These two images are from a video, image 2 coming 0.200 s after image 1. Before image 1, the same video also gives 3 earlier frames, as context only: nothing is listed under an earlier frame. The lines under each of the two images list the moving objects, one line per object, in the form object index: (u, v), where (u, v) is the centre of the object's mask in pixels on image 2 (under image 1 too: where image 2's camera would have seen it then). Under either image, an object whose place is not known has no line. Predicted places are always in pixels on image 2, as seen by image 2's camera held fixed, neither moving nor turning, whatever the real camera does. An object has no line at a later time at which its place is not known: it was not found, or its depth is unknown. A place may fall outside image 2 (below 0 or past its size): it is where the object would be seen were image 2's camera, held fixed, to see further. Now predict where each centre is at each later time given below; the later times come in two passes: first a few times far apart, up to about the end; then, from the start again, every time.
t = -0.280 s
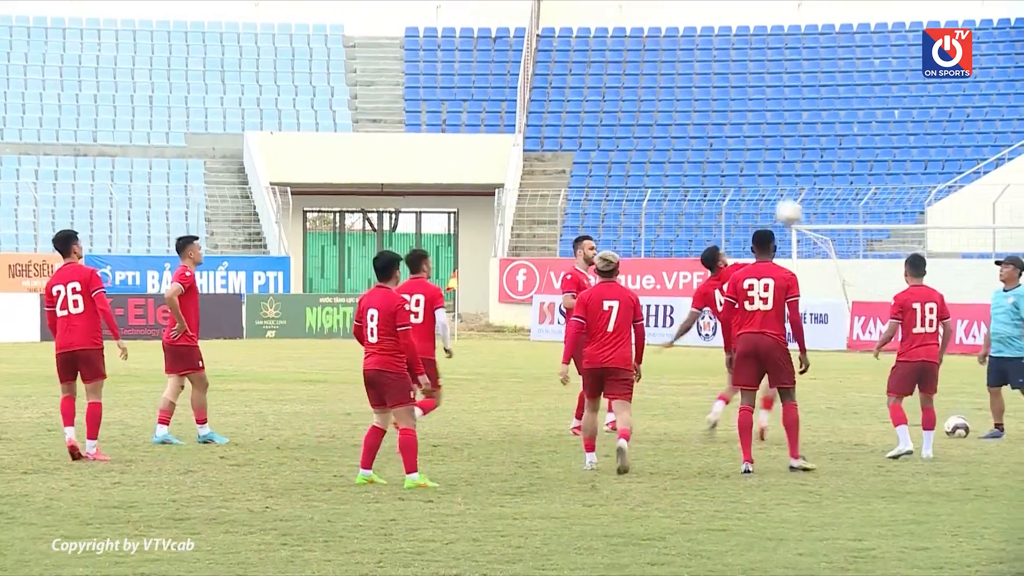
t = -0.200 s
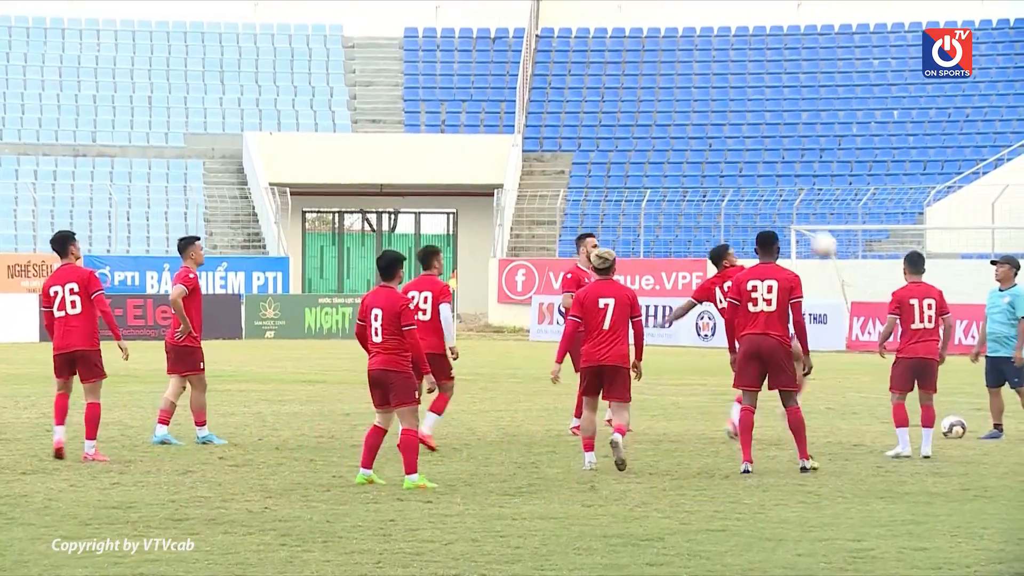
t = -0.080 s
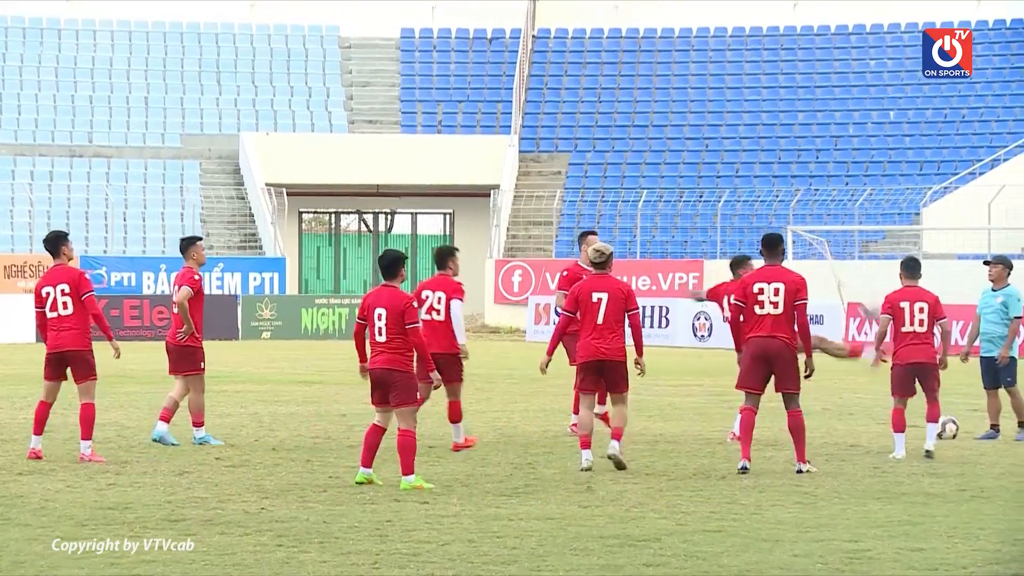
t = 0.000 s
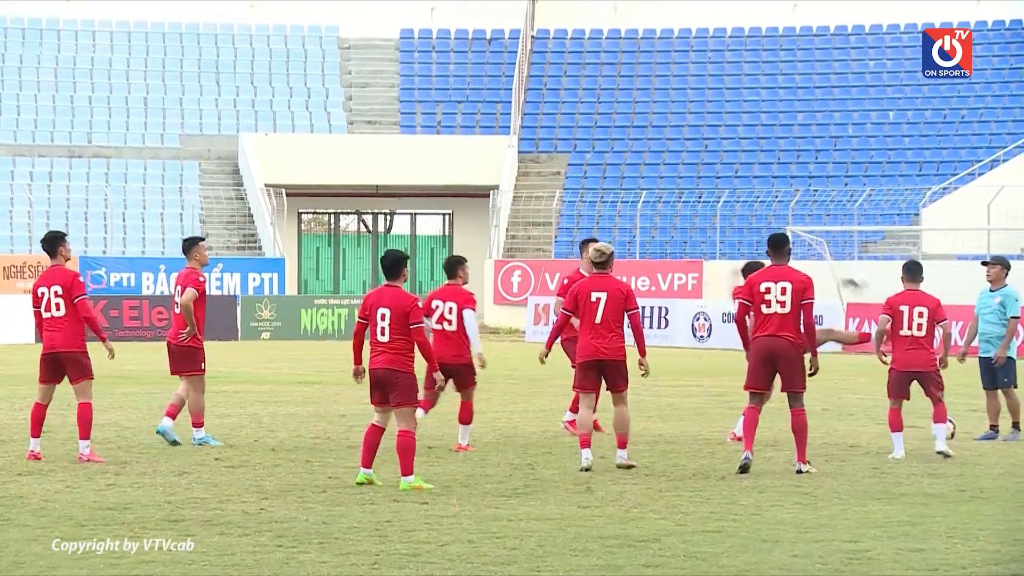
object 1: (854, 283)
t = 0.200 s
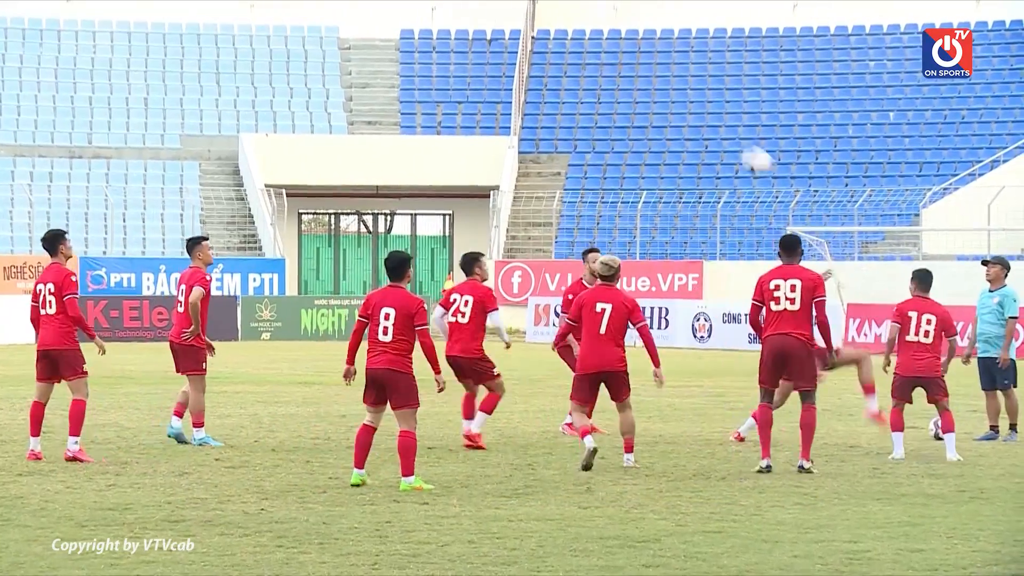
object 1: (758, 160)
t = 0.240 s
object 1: (737, 142)
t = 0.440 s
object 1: (636, 79)
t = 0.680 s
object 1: (511, 69)
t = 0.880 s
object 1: (404, 116)
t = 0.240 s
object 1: (737, 142)
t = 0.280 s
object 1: (717, 126)
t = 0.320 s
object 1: (698, 111)
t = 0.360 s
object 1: (677, 99)
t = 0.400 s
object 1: (658, 88)
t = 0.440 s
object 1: (636, 79)
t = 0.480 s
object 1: (616, 72)
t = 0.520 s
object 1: (594, 68)
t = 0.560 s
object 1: (575, 65)
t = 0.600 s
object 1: (553, 64)
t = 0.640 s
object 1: (533, 64)
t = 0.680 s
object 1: (511, 69)
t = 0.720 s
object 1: (490, 73)
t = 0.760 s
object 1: (467, 81)
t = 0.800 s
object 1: (445, 91)
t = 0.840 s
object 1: (426, 103)
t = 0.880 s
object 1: (404, 116)
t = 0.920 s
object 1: (382, 132)
